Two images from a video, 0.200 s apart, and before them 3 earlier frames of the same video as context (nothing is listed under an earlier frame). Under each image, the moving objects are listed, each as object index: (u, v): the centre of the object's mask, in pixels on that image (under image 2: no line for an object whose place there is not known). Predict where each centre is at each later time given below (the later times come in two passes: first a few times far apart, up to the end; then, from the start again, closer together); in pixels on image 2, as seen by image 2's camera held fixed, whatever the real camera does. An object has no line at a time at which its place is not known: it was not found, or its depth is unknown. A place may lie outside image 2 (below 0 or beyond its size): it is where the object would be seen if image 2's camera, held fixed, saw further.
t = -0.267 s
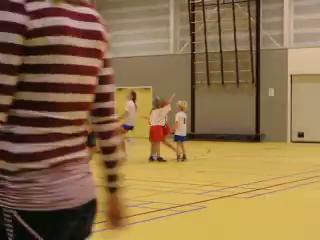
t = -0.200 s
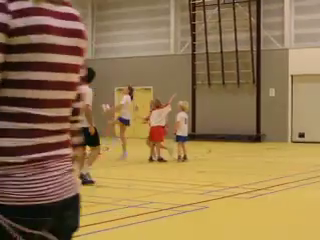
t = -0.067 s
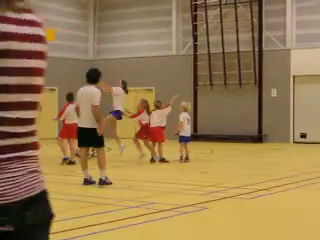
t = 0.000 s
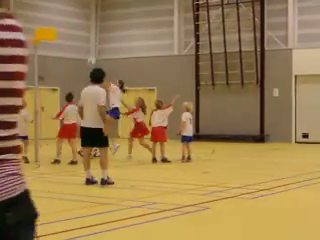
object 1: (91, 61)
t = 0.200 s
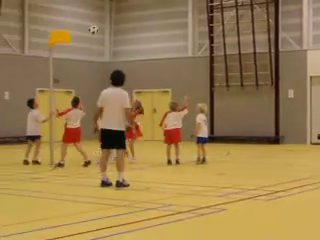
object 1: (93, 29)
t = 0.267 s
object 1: (89, 22)
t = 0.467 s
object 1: (77, 11)
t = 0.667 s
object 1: (66, 18)
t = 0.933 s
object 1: (63, 42)
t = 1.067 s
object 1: (68, 53)
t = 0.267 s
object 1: (89, 22)
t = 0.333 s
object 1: (86, 17)
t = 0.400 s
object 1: (81, 13)
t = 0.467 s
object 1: (77, 11)
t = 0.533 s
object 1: (72, 11)
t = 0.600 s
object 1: (69, 13)
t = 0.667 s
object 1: (66, 18)
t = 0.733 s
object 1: (61, 23)
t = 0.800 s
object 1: (57, 29)
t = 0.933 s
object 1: (63, 42)
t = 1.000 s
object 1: (64, 45)
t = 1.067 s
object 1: (68, 53)
